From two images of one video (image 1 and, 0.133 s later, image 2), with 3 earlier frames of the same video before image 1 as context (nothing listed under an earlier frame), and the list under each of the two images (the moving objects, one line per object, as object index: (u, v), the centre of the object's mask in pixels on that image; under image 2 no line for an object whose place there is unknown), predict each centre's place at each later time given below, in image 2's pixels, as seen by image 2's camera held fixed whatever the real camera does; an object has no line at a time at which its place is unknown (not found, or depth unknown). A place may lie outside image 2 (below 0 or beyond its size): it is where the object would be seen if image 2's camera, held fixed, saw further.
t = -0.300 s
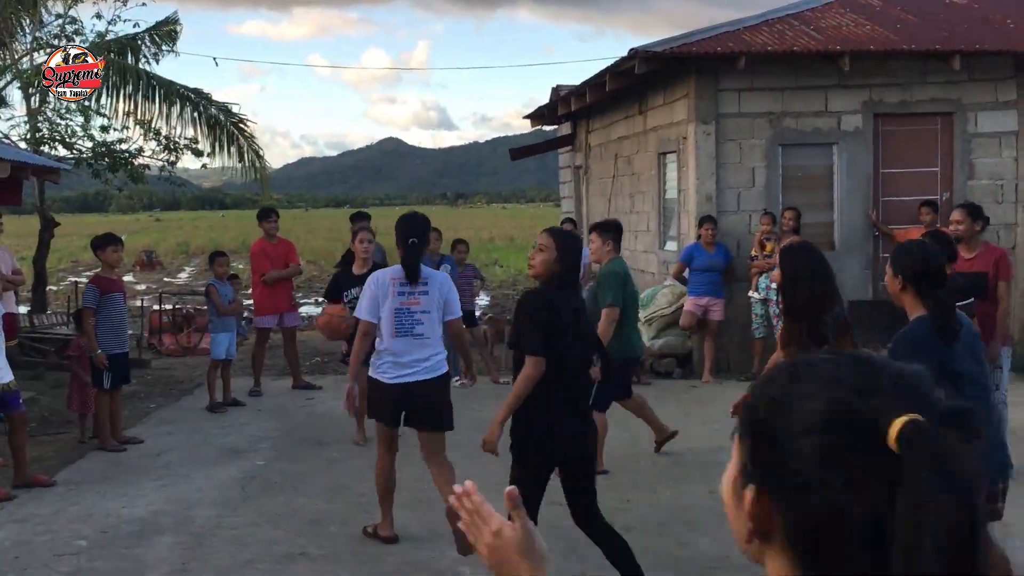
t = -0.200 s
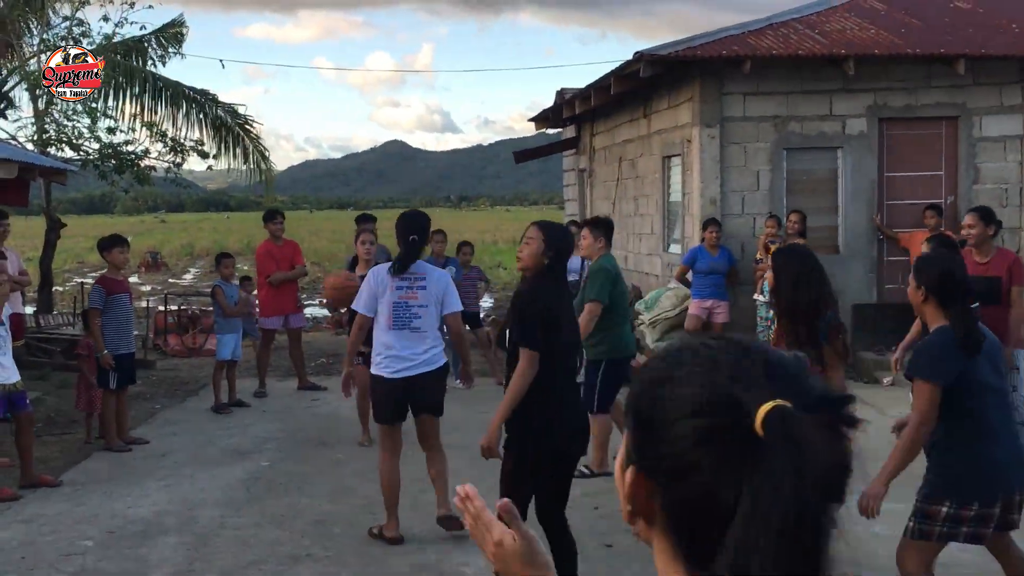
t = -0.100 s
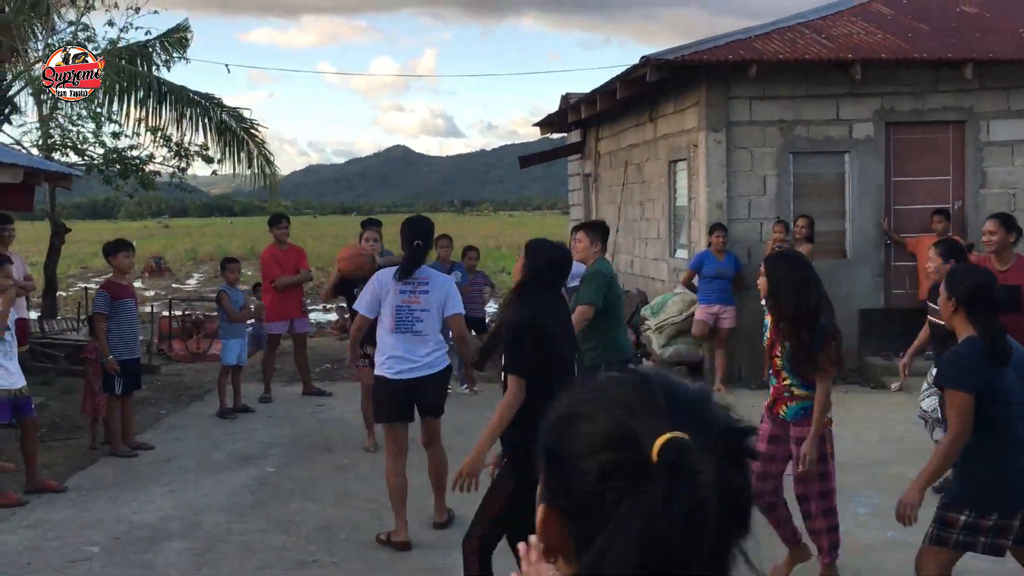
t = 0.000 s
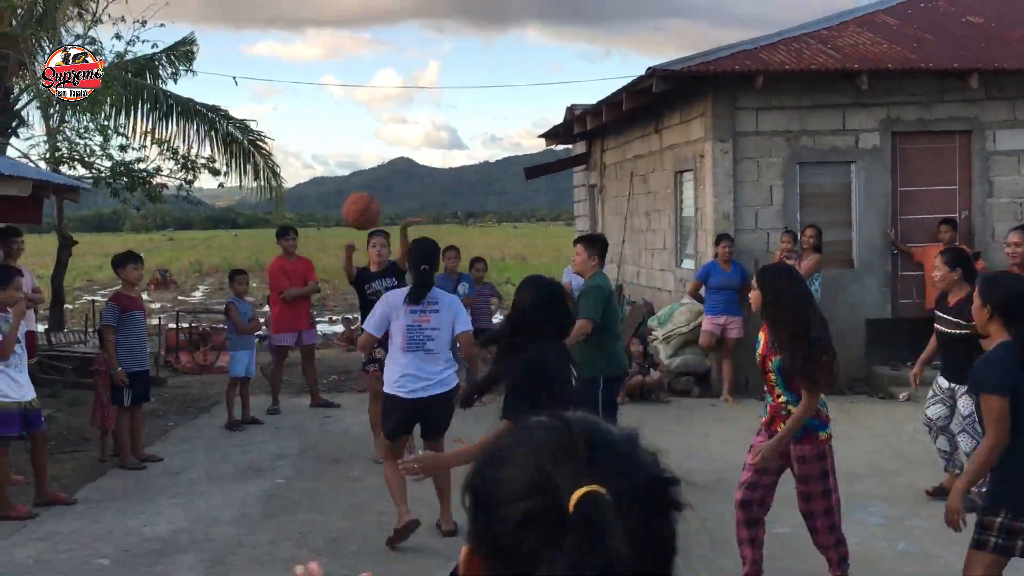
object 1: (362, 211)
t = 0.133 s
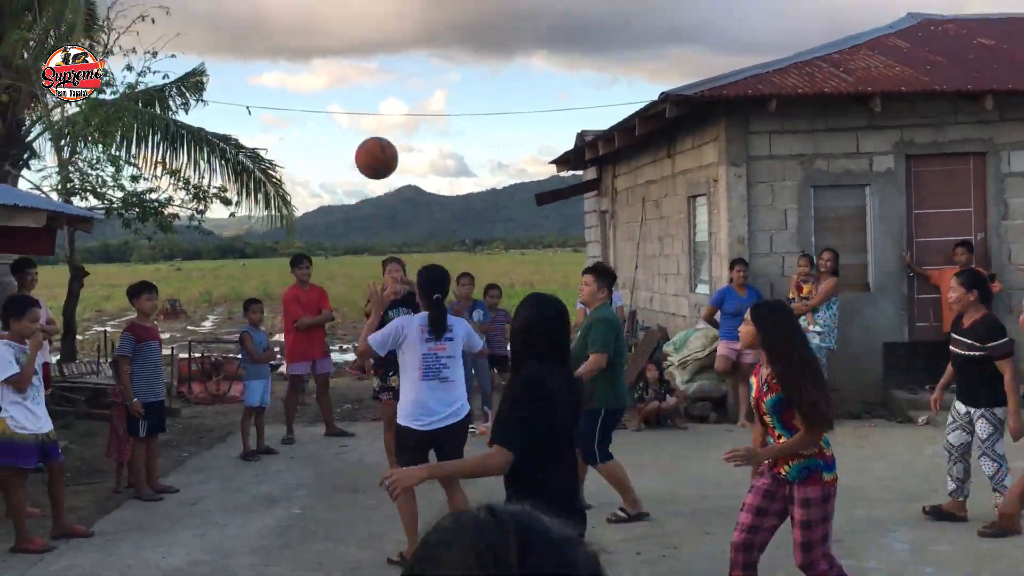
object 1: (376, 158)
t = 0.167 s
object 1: (377, 140)
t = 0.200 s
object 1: (375, 123)
